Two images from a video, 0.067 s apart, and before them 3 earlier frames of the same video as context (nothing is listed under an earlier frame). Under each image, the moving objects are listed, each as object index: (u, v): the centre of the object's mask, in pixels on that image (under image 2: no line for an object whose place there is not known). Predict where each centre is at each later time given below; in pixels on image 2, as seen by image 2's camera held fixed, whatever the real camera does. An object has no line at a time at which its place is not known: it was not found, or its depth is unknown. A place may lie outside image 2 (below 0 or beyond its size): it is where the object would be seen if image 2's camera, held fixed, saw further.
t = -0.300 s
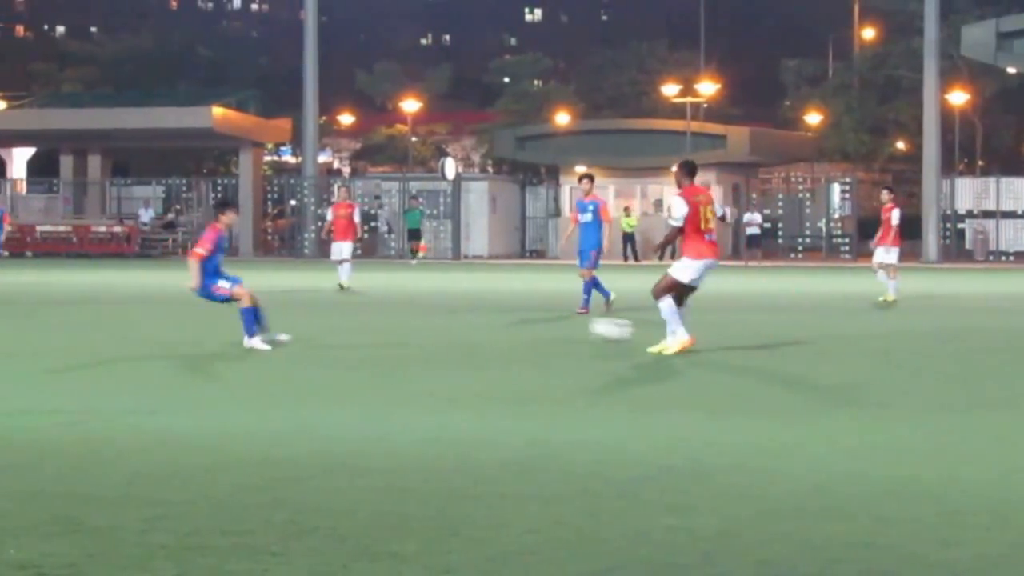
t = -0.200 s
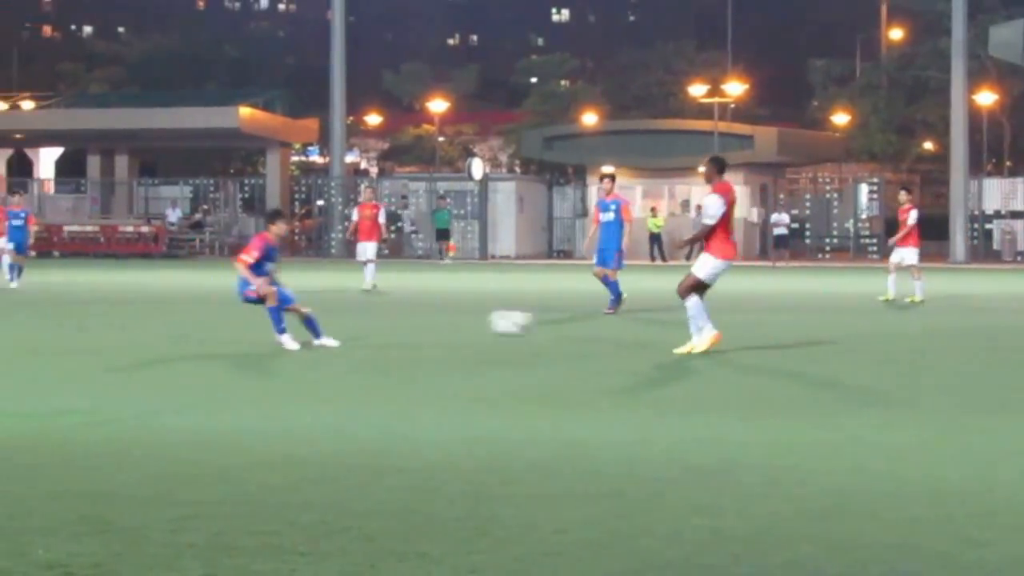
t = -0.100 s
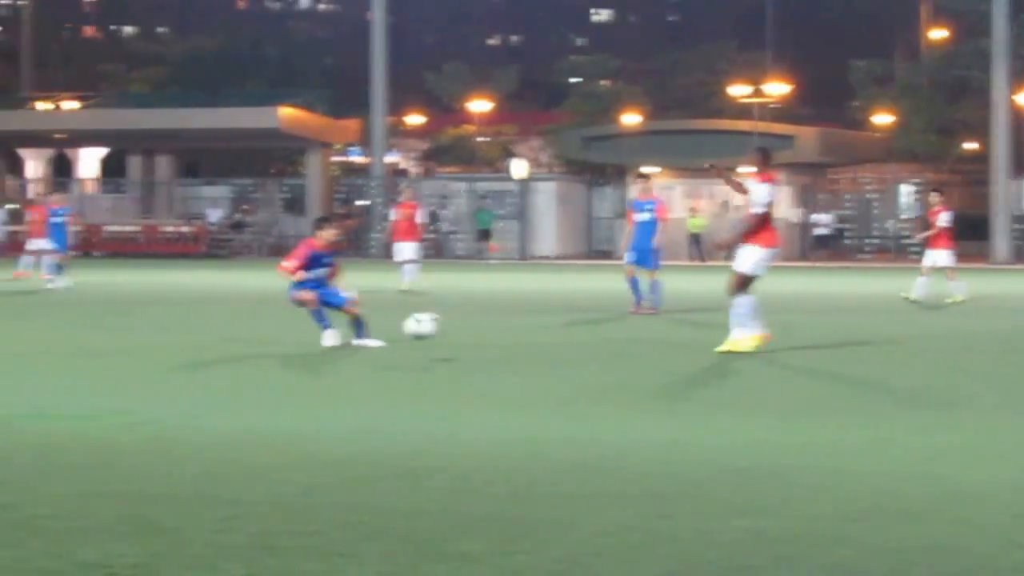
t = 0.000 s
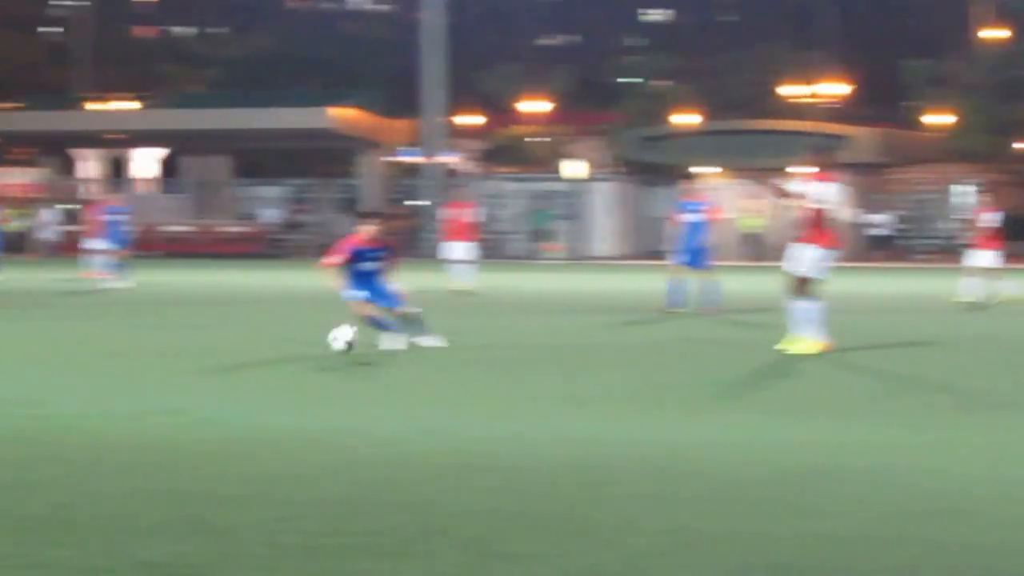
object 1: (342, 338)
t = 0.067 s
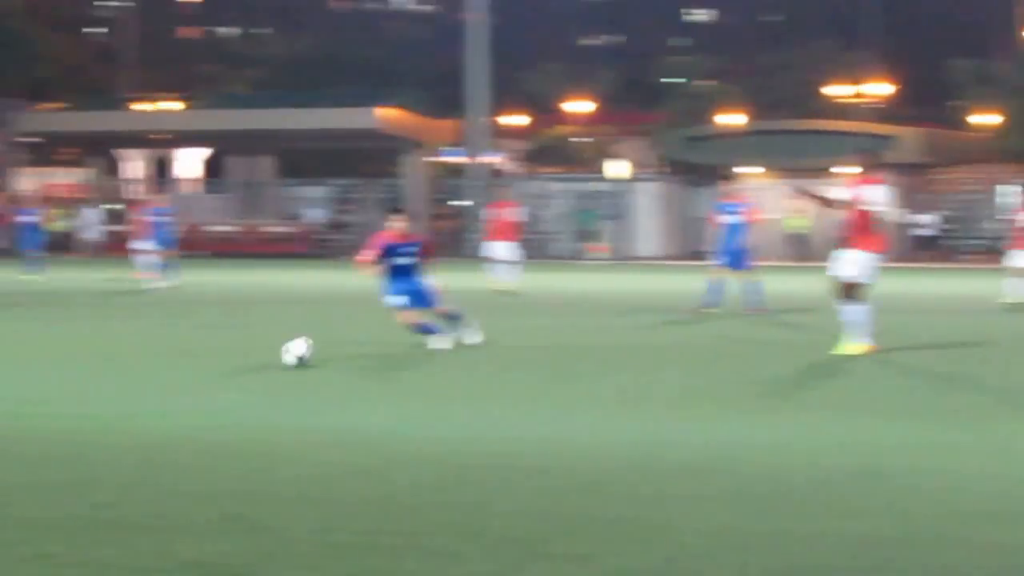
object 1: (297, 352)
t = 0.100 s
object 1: (257, 351)
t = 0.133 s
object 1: (218, 347)
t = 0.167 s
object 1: (179, 345)
